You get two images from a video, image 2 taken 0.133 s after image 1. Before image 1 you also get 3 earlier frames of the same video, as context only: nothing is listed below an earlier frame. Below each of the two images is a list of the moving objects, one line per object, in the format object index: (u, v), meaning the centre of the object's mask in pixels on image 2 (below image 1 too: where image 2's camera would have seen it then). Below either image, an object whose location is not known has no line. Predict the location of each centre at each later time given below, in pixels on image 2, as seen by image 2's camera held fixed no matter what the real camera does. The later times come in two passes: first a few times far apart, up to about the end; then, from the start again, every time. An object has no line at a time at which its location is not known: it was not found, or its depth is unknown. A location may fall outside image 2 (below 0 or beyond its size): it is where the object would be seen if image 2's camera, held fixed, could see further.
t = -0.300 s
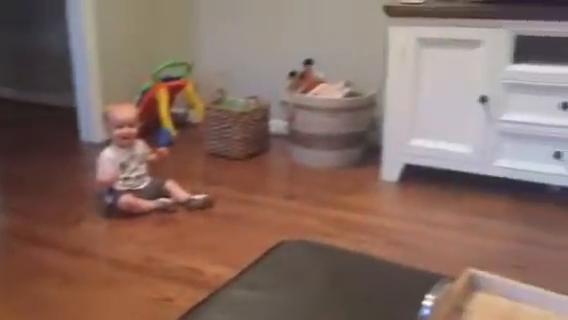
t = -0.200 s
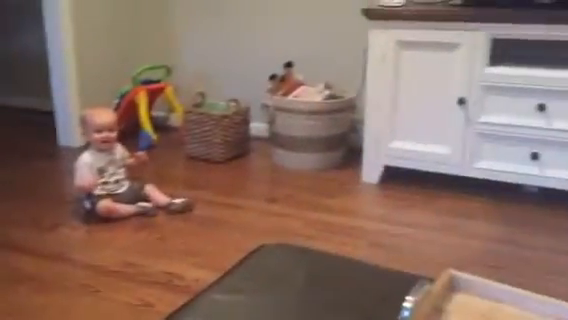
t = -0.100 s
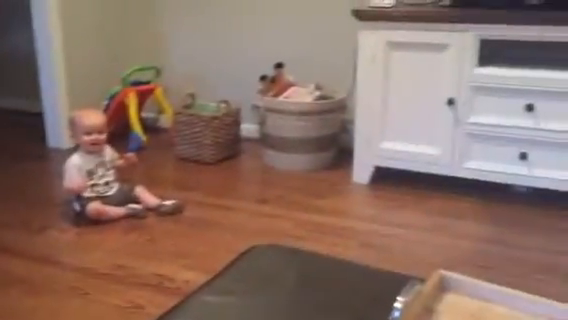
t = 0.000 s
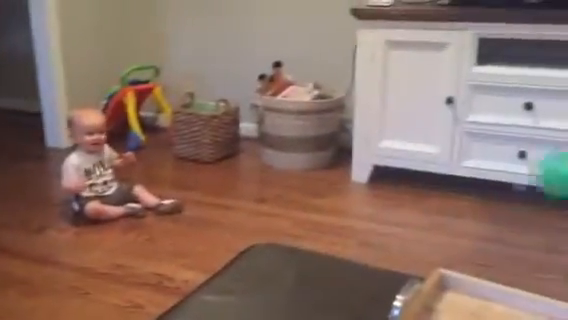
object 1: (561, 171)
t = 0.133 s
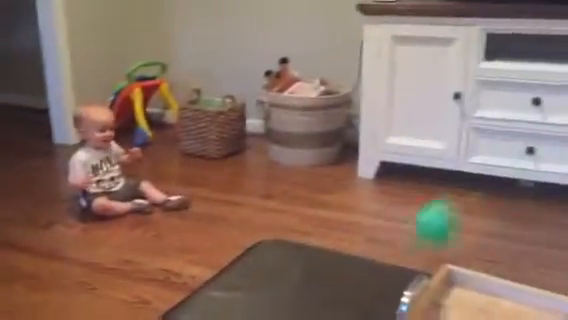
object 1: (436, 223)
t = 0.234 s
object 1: (373, 215)
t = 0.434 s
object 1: (282, 152)
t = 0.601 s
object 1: (213, 179)
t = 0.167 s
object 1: (406, 244)
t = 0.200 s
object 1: (388, 237)
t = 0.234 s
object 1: (373, 215)
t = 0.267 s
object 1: (356, 197)
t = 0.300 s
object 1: (340, 181)
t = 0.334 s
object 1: (327, 171)
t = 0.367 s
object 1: (311, 160)
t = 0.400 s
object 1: (296, 154)
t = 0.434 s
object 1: (282, 152)
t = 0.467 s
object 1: (267, 151)
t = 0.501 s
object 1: (252, 153)
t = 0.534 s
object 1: (239, 160)
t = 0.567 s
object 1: (225, 168)
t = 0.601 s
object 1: (213, 179)
